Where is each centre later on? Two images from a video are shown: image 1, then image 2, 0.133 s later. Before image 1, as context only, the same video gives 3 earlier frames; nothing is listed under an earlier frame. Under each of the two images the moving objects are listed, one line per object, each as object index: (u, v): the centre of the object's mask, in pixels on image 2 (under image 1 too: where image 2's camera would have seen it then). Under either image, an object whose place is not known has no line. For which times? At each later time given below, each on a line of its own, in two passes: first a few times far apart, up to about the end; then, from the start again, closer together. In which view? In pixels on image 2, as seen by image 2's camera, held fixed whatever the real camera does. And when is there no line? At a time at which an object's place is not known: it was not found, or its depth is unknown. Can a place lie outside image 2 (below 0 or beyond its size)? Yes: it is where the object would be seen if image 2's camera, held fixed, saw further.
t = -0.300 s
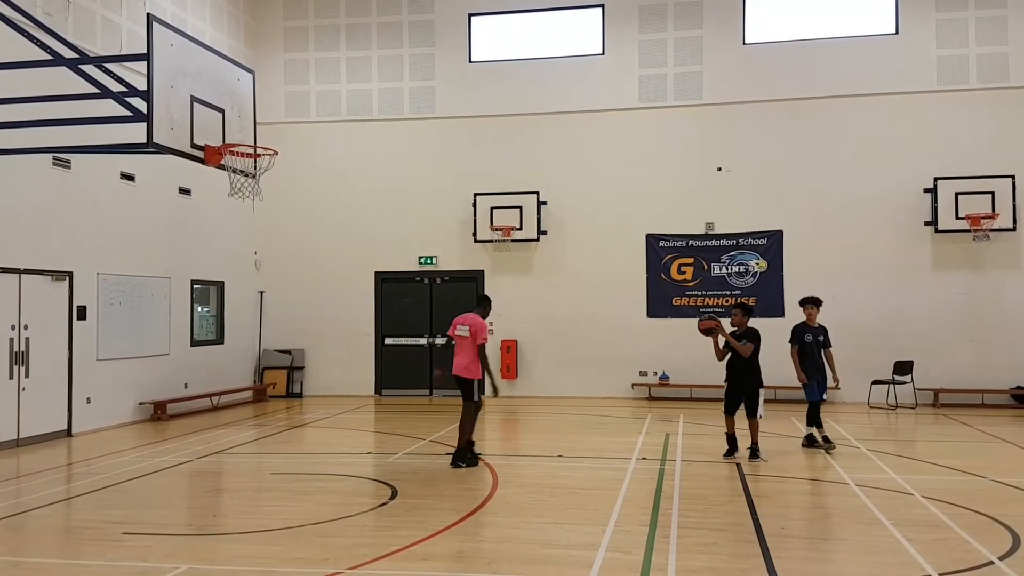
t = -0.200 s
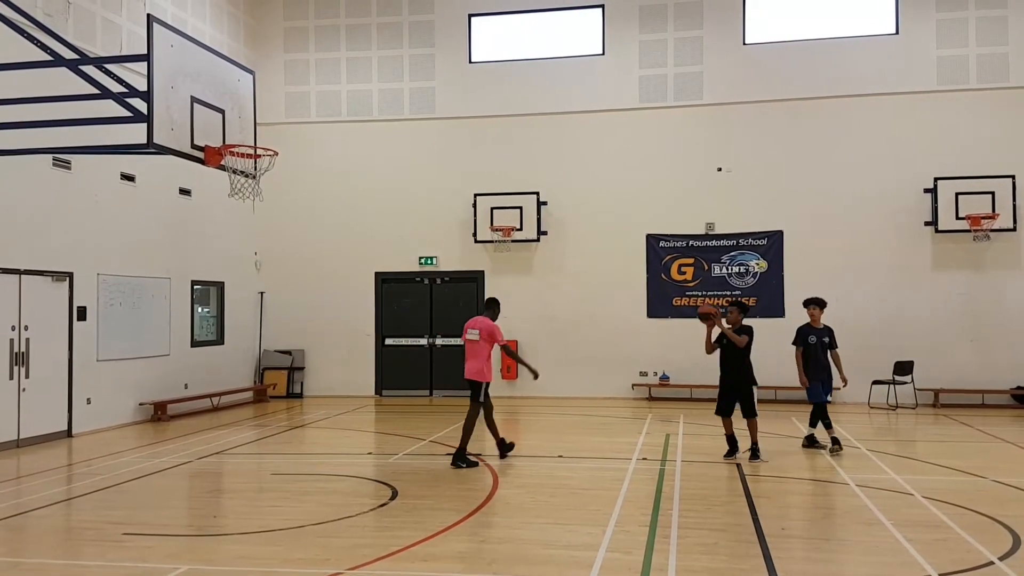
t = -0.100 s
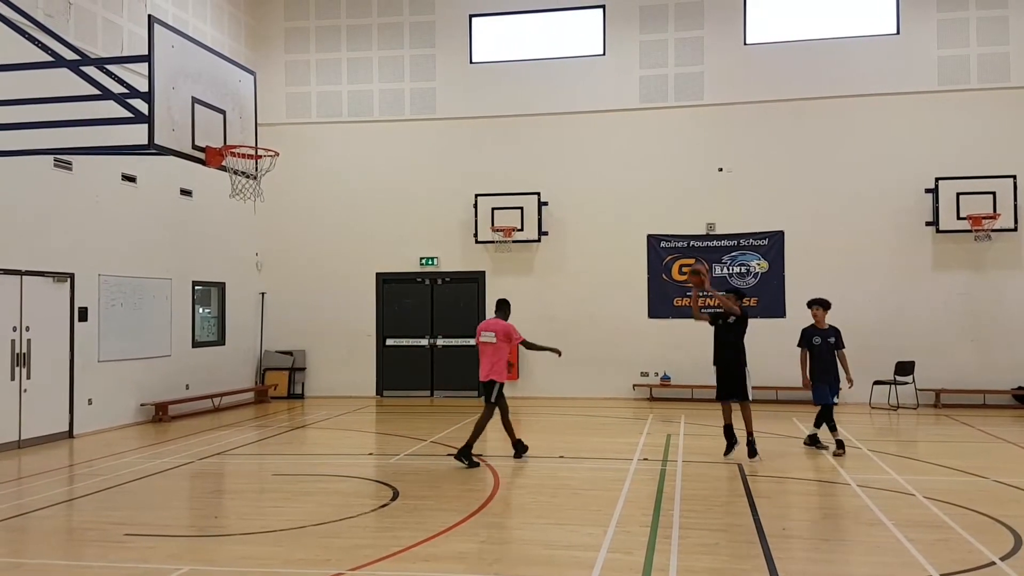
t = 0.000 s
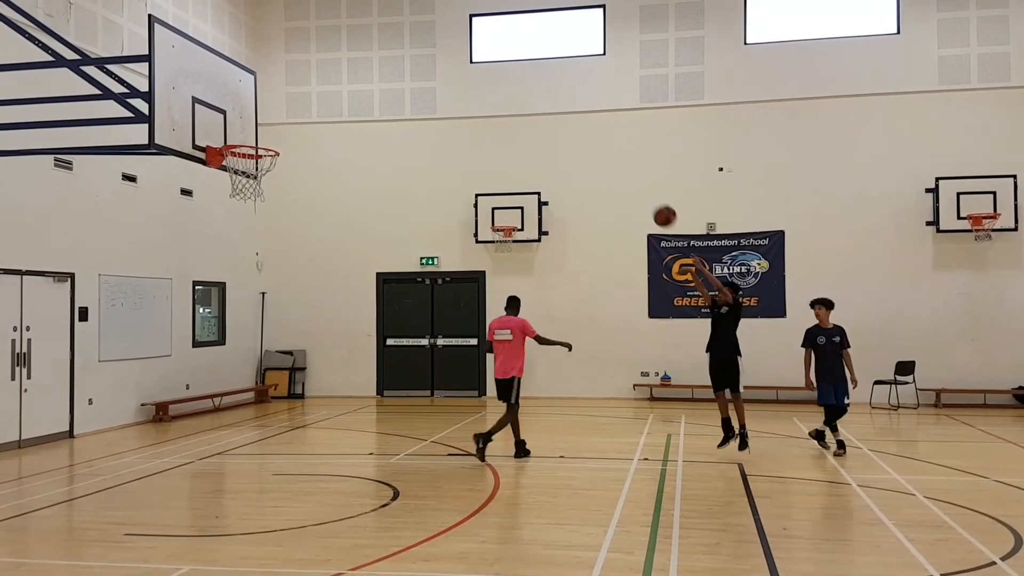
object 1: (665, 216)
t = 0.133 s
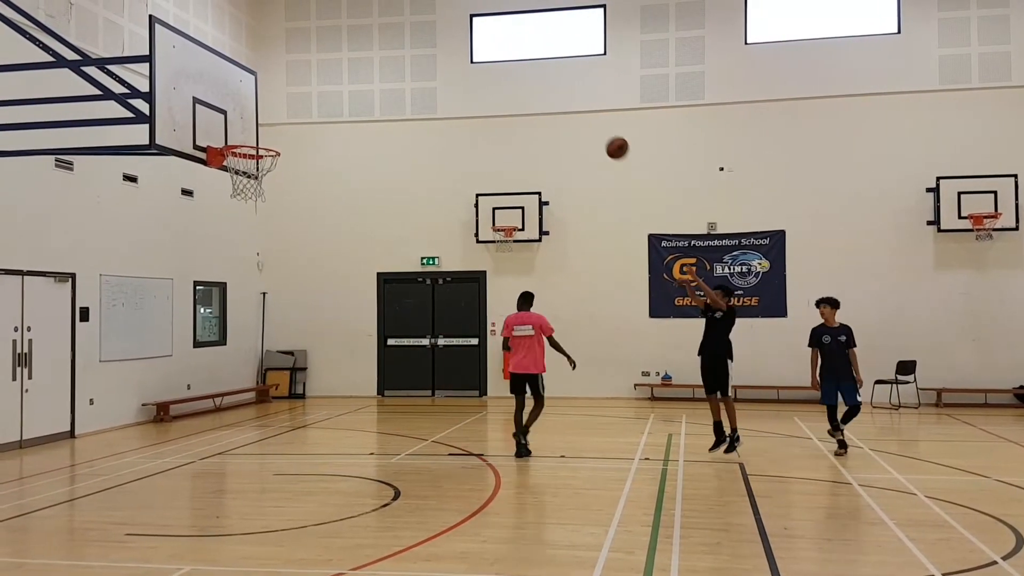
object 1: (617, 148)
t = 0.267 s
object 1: (568, 94)
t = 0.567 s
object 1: (453, 27)
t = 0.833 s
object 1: (345, 40)
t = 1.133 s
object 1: (251, 135)
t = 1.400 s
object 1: (329, 114)
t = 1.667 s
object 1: (416, 164)
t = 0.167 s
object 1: (605, 133)
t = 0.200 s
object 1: (593, 119)
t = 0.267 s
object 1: (568, 94)
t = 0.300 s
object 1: (556, 83)
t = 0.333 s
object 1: (543, 72)
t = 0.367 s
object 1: (531, 64)
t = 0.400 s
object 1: (518, 55)
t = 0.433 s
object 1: (506, 47)
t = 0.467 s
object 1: (493, 41)
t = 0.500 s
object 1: (479, 35)
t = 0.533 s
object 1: (466, 31)
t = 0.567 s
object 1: (453, 27)
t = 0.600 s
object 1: (440, 25)
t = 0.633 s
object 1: (427, 24)
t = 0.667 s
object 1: (414, 23)
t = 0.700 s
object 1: (400, 24)
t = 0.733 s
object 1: (387, 26)
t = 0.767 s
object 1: (373, 30)
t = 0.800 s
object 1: (359, 34)
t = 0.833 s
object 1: (345, 40)
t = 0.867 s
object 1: (331, 46)
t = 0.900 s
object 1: (316, 55)
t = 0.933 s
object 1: (301, 64)
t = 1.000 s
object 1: (273, 86)
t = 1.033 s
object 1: (258, 99)
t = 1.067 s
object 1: (243, 113)
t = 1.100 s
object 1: (243, 125)
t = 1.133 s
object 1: (251, 135)
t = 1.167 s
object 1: (260, 138)
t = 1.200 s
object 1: (269, 132)
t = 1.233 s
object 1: (279, 126)
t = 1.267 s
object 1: (289, 121)
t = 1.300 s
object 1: (299, 118)
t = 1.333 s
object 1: (308, 115)
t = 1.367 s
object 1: (319, 114)
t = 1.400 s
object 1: (329, 114)
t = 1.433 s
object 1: (339, 116)
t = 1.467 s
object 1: (350, 118)
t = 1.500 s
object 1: (361, 122)
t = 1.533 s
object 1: (372, 128)
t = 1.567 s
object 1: (383, 135)
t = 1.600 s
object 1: (394, 143)
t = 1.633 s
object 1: (404, 153)
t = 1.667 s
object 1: (416, 164)
